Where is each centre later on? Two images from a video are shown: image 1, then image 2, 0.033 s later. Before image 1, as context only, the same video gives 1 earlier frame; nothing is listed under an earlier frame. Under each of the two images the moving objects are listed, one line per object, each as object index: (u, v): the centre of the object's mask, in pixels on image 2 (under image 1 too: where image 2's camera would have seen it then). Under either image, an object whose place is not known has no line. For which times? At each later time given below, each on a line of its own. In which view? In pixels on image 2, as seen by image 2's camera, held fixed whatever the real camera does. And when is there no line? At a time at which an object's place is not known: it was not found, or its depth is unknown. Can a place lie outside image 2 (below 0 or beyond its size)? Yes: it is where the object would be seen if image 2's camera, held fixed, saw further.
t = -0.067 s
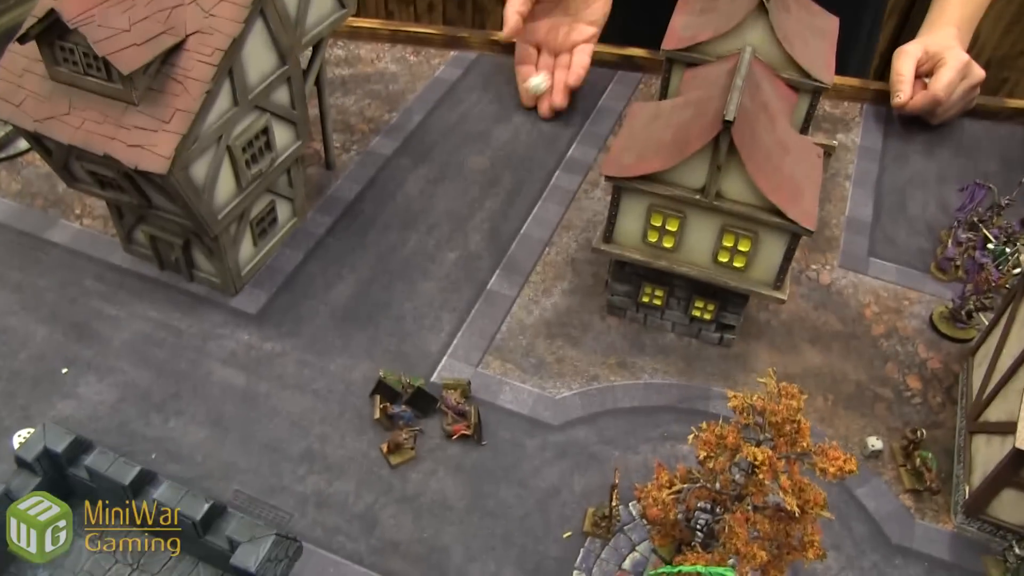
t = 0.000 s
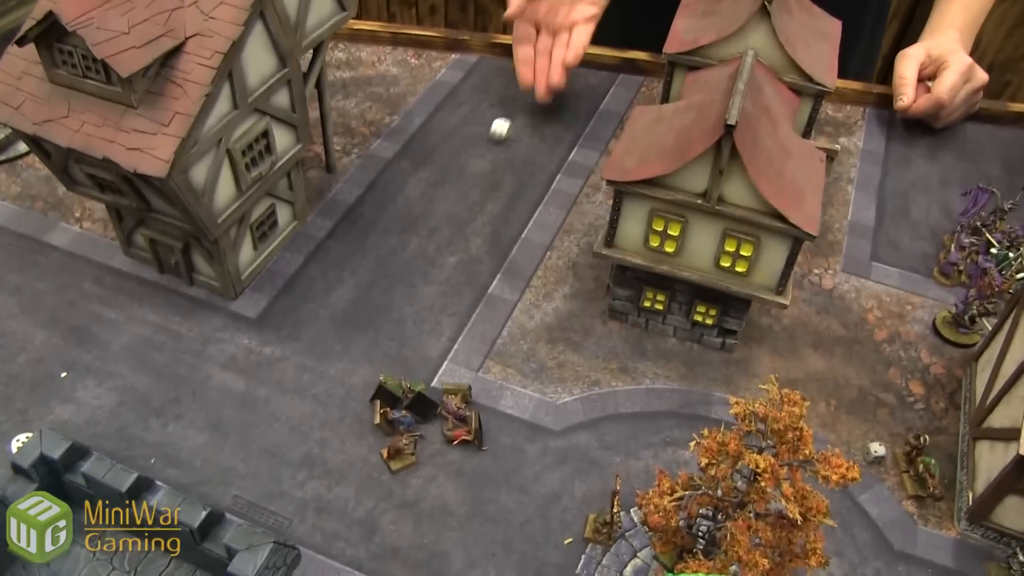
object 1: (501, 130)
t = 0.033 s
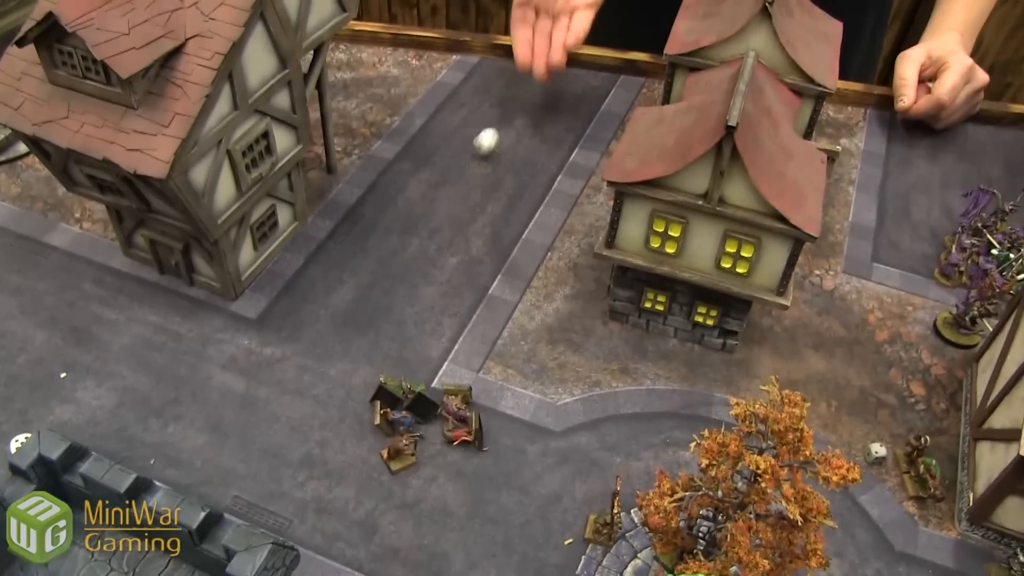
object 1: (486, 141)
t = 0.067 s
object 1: (472, 162)
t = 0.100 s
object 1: (454, 177)
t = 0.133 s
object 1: (438, 192)
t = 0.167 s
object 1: (419, 212)
